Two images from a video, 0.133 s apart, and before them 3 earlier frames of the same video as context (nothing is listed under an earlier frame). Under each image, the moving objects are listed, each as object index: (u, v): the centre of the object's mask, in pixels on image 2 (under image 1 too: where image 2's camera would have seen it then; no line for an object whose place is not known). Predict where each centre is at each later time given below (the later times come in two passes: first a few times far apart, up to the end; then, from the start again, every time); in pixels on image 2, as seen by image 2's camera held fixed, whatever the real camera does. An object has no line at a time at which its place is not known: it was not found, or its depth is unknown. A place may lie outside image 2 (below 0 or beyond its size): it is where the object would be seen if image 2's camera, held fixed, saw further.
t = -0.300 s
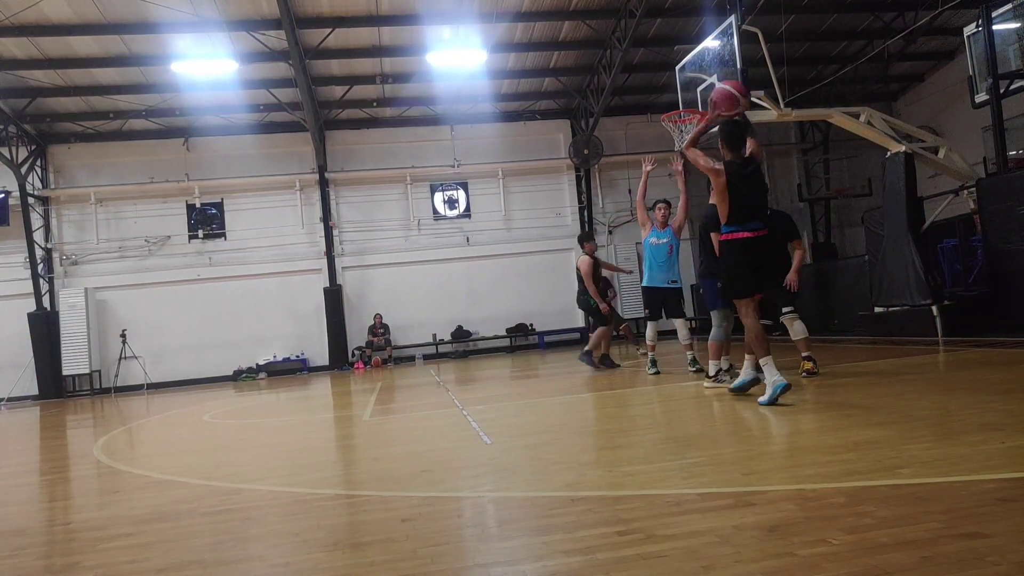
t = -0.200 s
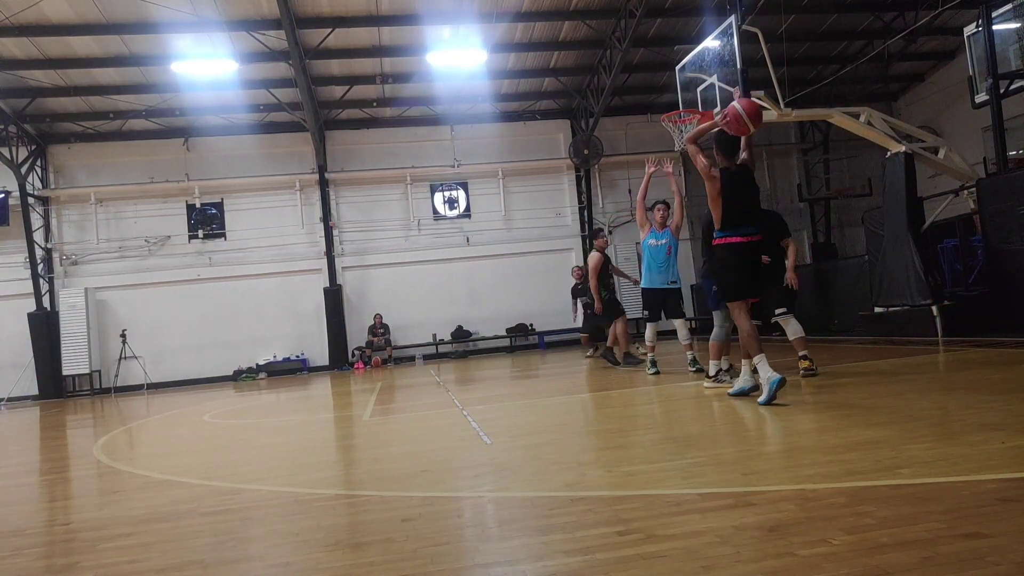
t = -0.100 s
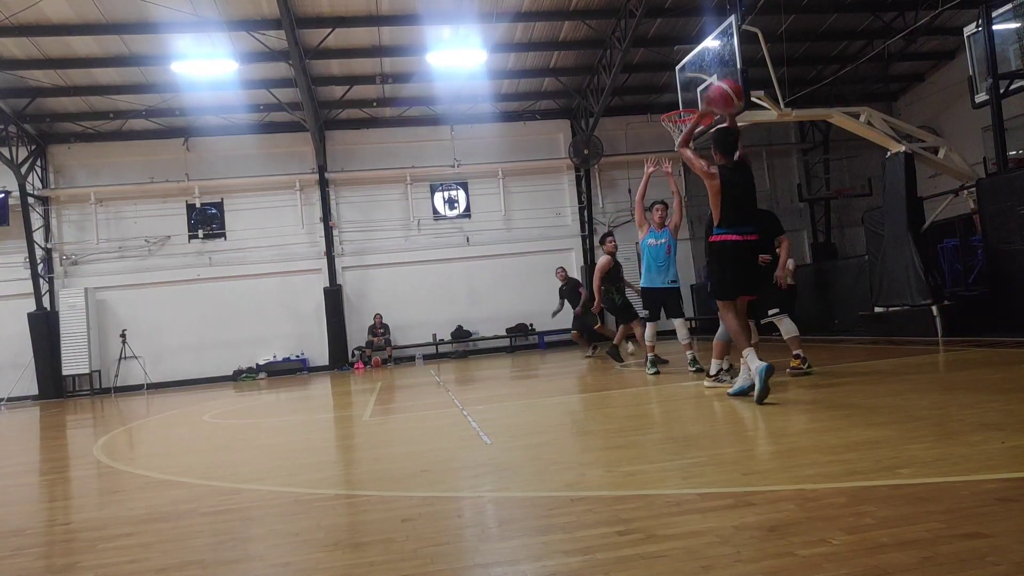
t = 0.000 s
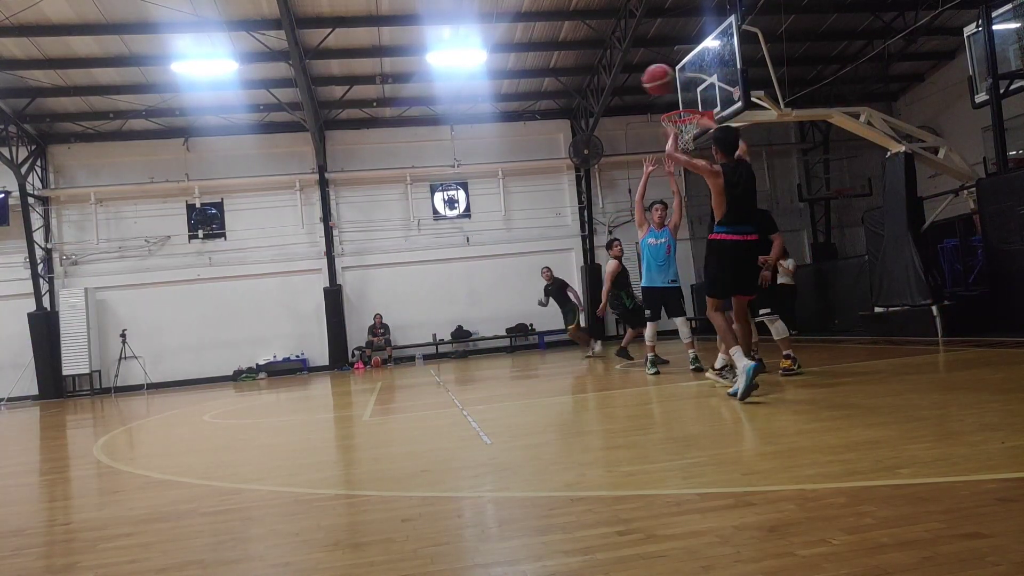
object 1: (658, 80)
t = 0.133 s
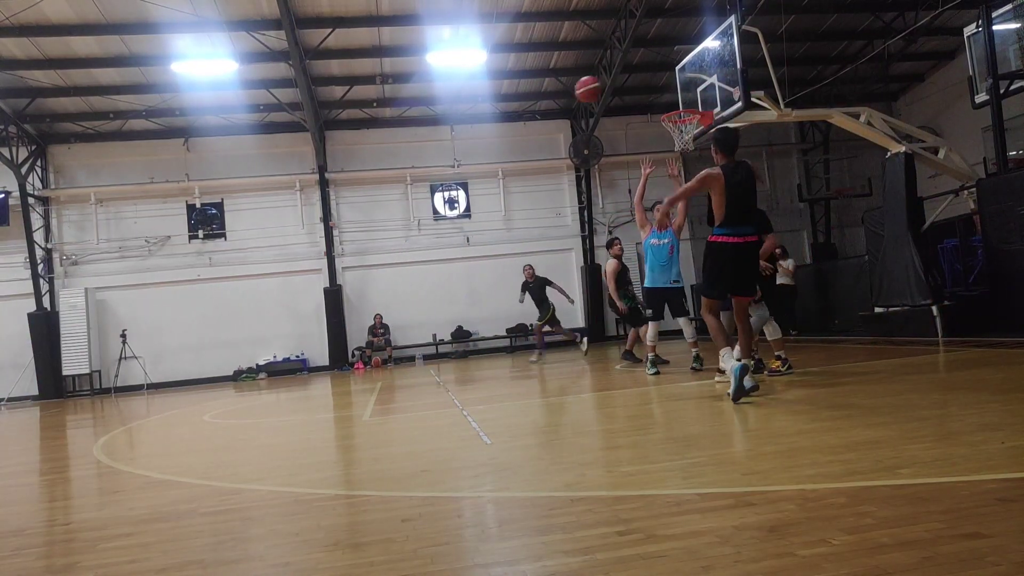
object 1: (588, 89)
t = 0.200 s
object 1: (563, 99)
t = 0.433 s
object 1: (500, 152)
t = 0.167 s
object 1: (575, 94)
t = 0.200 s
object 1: (563, 99)
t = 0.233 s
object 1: (551, 105)
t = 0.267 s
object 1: (541, 112)
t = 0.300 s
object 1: (531, 119)
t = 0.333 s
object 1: (522, 127)
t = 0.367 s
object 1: (515, 135)
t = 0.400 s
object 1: (507, 143)
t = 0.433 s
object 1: (500, 152)
